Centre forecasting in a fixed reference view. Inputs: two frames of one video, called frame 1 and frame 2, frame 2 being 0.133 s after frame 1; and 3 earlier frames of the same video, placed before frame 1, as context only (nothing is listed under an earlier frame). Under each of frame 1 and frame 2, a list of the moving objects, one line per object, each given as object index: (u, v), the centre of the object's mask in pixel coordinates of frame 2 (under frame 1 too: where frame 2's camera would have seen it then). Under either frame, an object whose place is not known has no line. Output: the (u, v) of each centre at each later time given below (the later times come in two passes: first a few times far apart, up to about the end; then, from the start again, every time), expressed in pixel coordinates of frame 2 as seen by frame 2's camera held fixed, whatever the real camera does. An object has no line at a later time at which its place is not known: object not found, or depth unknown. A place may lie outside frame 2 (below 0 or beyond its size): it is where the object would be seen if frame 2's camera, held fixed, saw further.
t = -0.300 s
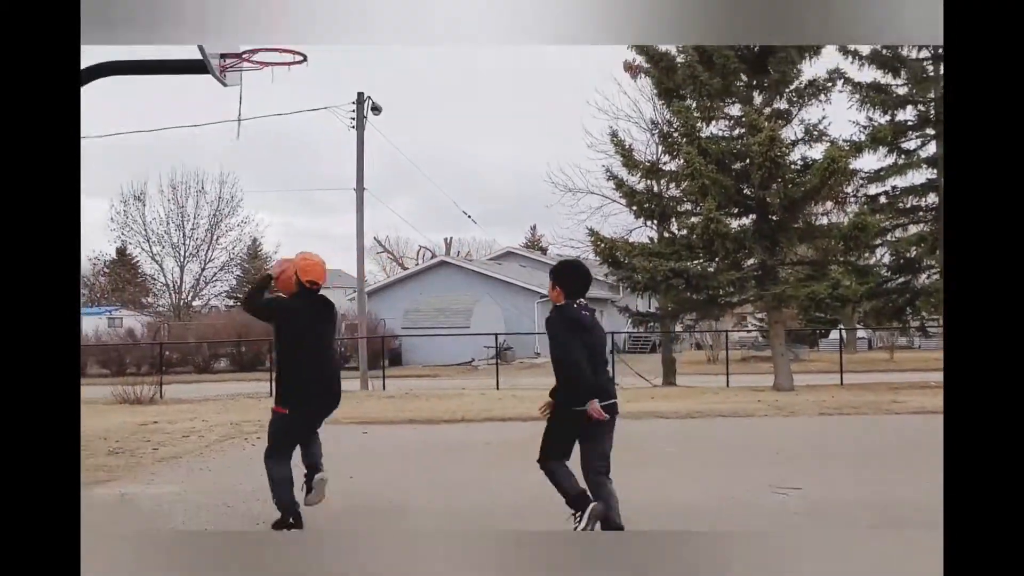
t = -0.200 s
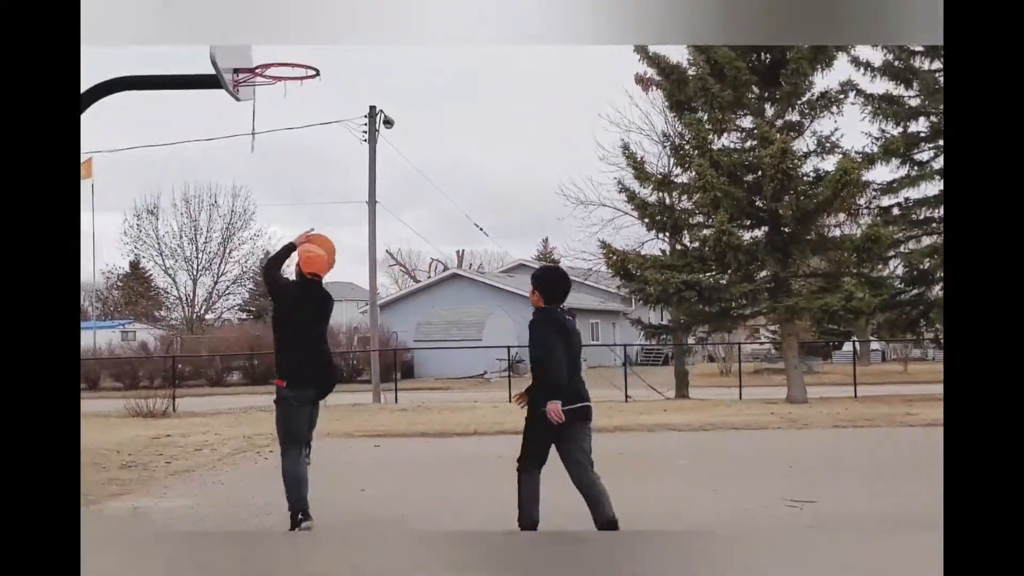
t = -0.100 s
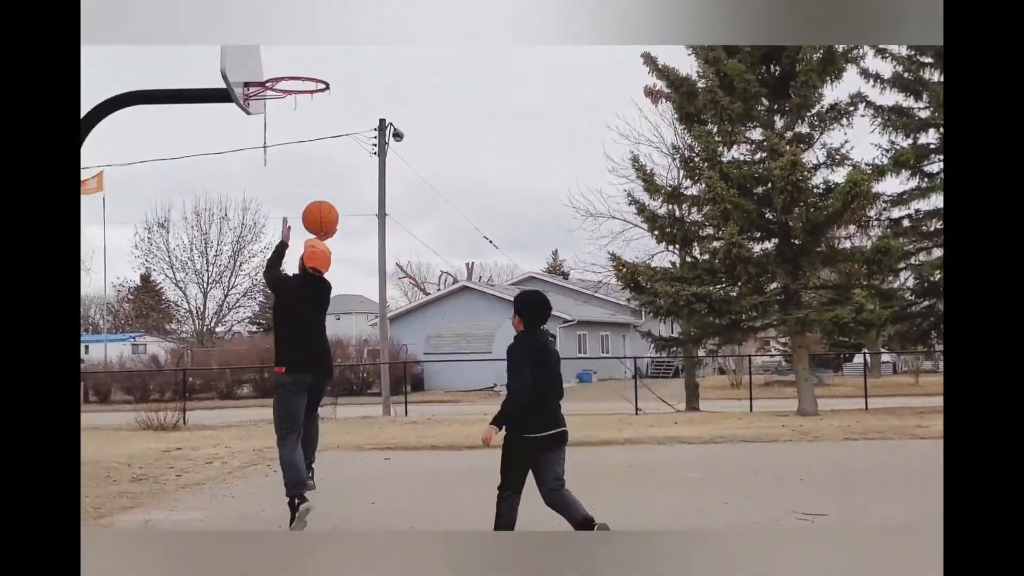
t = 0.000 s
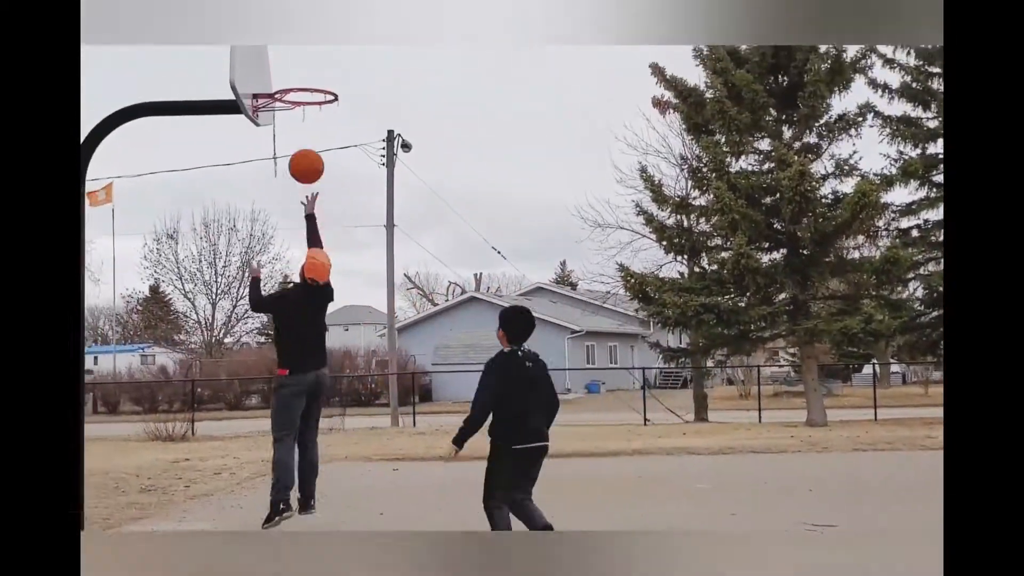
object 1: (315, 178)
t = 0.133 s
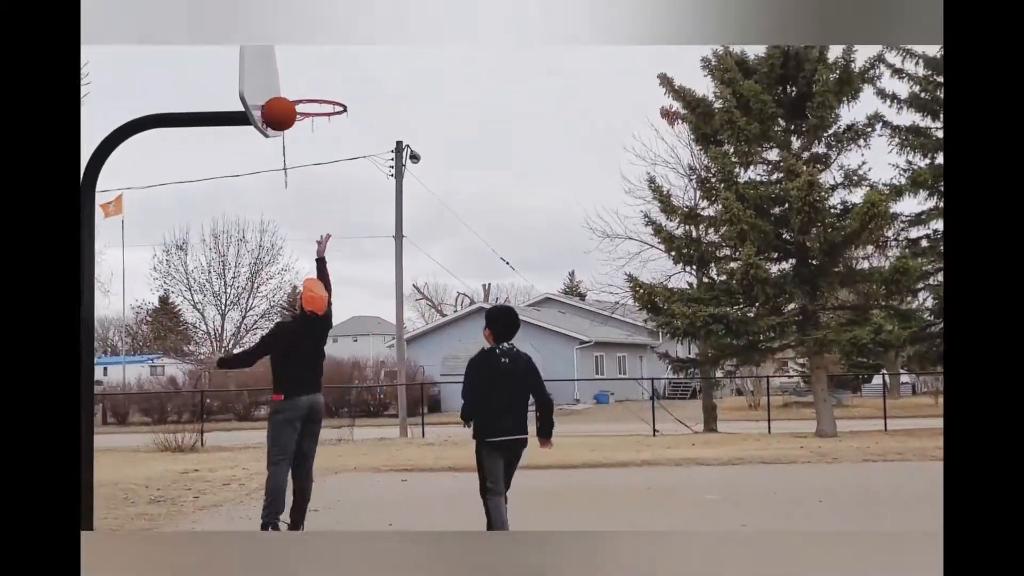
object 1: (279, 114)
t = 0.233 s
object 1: (268, 90)
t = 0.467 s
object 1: (301, 84)
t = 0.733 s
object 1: (314, 138)
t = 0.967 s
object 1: (321, 278)
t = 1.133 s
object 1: (327, 444)
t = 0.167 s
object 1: (270, 102)
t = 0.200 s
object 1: (262, 93)
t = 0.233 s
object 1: (268, 90)
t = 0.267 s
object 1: (276, 88)
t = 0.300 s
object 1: (283, 88)
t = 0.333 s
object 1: (290, 89)
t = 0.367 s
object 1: (296, 90)
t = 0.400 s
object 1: (298, 87)
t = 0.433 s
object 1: (299, 85)
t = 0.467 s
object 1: (301, 84)
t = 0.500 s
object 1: (303, 85)
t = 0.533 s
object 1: (304, 88)
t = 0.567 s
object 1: (306, 92)
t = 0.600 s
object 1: (307, 98)
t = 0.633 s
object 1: (309, 105)
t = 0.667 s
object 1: (310, 114)
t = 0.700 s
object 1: (312, 125)
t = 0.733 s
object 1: (314, 138)
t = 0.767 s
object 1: (315, 152)
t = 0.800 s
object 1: (317, 169)
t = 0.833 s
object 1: (316, 186)
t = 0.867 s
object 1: (317, 206)
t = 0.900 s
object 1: (318, 228)
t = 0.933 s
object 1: (319, 252)
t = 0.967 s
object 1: (321, 278)
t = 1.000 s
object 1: (322, 307)
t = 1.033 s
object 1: (322, 338)
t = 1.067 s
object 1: (324, 370)
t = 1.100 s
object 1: (325, 406)
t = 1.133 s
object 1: (327, 444)
